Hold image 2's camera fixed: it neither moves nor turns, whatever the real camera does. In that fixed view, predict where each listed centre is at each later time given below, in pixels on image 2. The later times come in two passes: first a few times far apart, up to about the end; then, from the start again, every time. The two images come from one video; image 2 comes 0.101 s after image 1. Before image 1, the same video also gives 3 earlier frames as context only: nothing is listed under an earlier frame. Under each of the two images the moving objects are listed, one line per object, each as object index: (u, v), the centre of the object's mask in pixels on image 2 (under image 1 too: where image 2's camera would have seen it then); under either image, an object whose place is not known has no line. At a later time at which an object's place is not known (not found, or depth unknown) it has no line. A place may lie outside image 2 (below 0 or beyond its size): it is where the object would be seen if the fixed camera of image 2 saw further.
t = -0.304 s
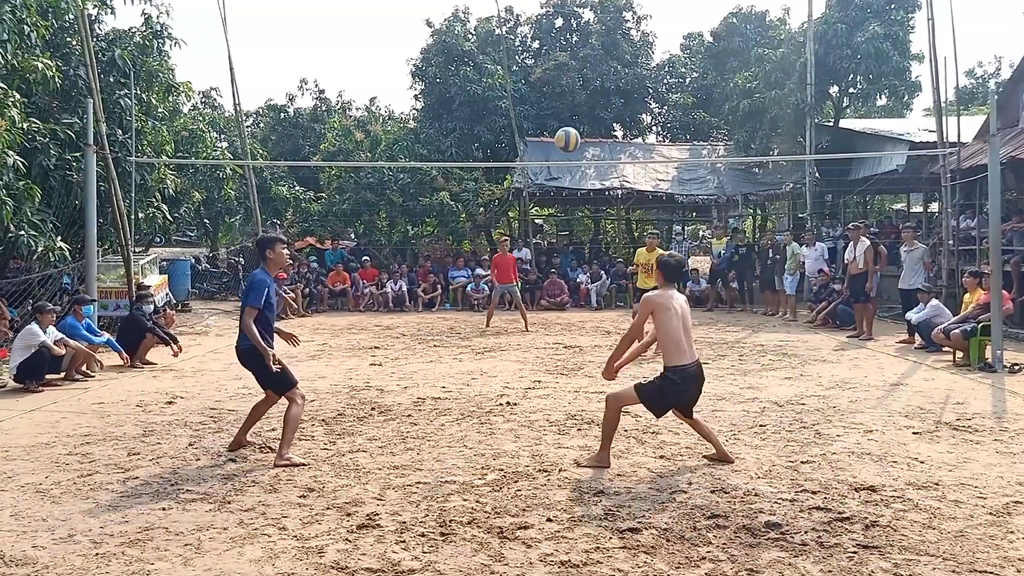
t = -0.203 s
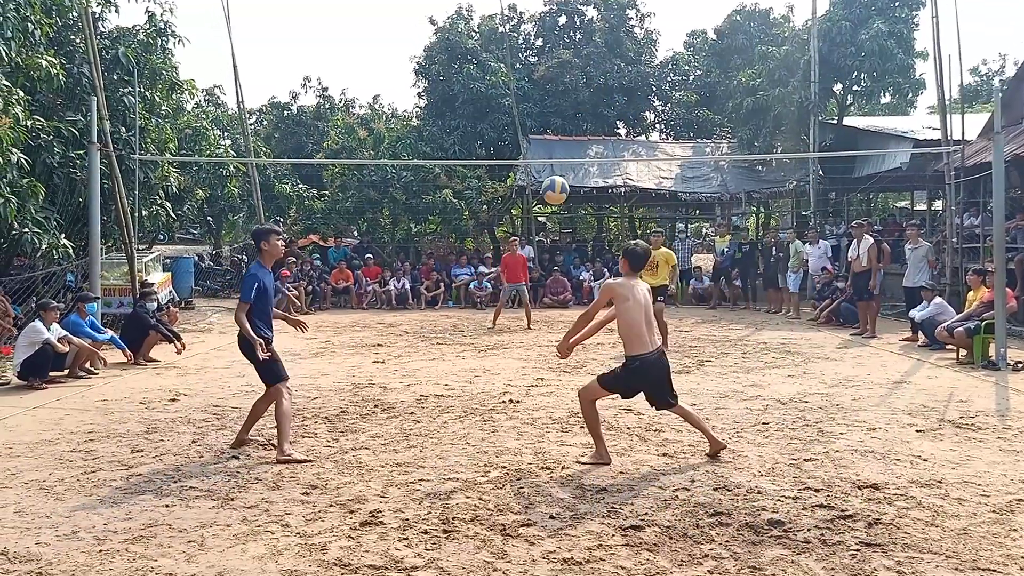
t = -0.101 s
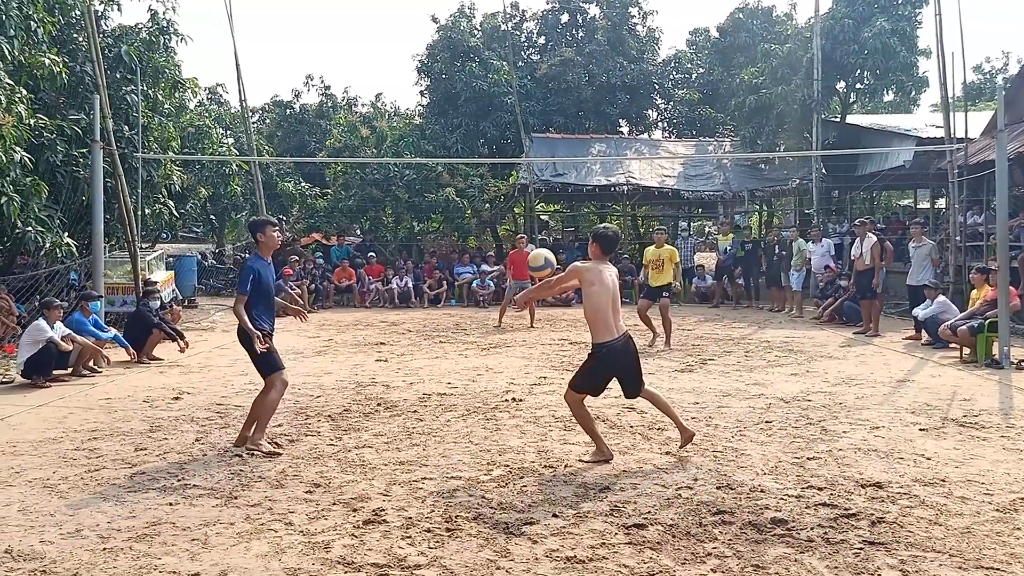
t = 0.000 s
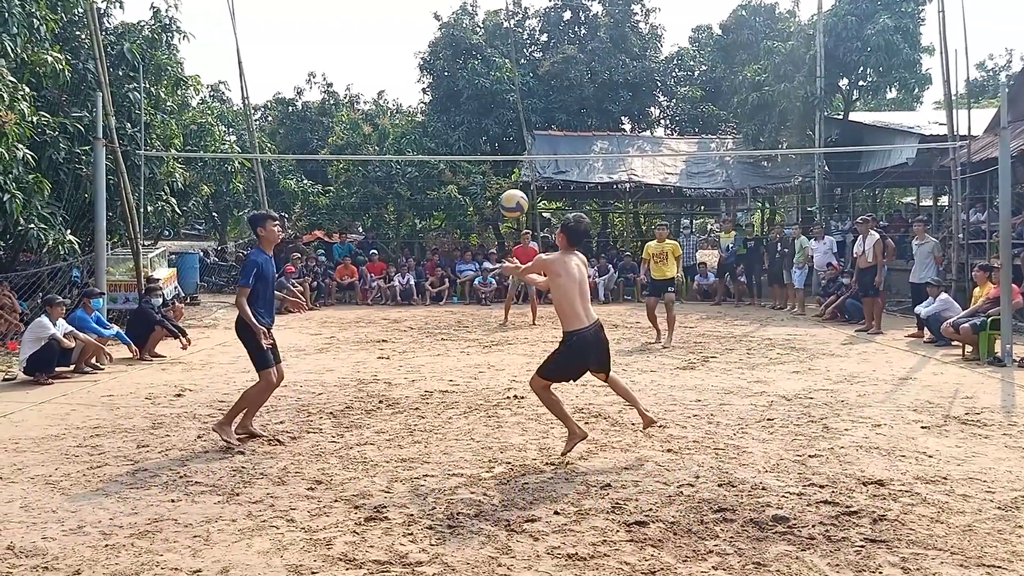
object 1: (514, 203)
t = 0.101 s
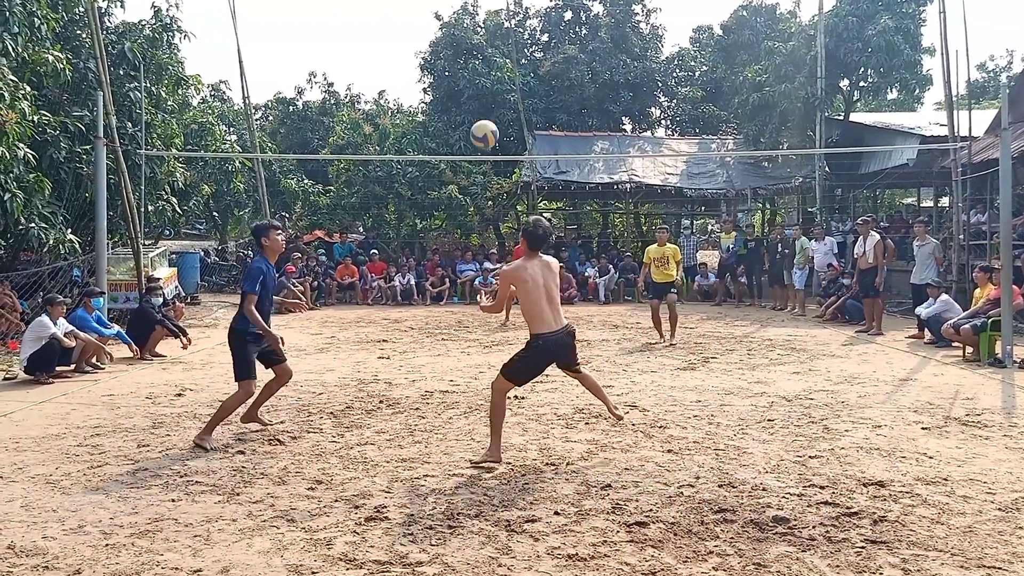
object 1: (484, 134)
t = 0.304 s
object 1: (430, 49)
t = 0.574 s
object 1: (368, 26)
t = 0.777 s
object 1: (332, 63)
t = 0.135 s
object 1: (475, 115)
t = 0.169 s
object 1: (465, 98)
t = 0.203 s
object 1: (456, 83)
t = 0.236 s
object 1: (447, 70)
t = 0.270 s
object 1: (439, 58)
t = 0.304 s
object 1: (430, 49)
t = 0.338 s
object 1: (421, 41)
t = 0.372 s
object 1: (412, 35)
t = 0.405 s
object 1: (405, 30)
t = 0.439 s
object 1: (397, 26)
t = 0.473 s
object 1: (390, 24)
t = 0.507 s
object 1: (382, 23)
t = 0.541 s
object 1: (375, 24)
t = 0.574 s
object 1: (368, 26)
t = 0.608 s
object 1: (362, 29)
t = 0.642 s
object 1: (356, 33)
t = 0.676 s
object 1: (350, 39)
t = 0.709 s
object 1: (344, 46)
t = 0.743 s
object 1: (338, 54)
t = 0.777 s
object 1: (332, 63)
